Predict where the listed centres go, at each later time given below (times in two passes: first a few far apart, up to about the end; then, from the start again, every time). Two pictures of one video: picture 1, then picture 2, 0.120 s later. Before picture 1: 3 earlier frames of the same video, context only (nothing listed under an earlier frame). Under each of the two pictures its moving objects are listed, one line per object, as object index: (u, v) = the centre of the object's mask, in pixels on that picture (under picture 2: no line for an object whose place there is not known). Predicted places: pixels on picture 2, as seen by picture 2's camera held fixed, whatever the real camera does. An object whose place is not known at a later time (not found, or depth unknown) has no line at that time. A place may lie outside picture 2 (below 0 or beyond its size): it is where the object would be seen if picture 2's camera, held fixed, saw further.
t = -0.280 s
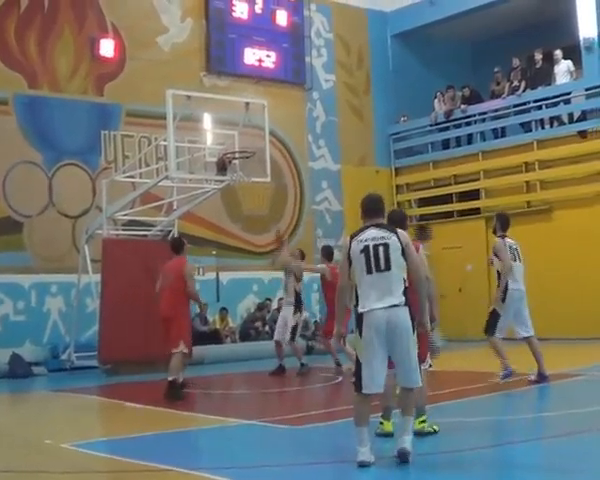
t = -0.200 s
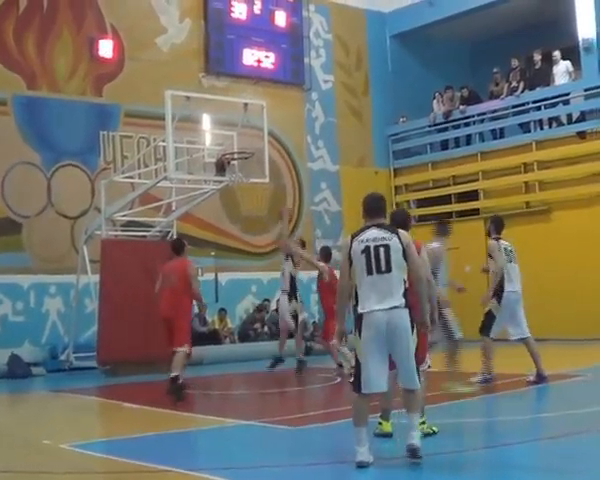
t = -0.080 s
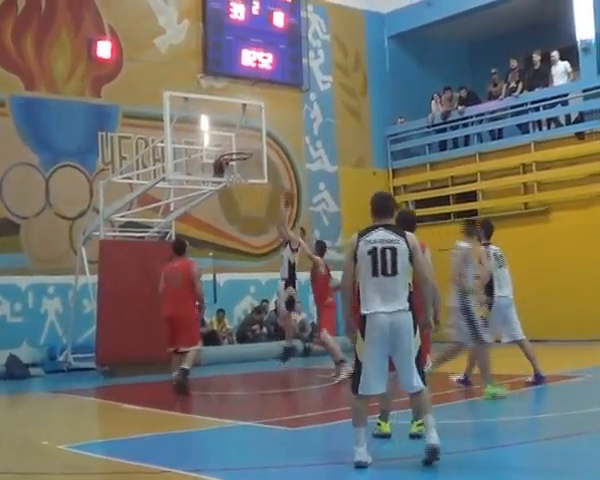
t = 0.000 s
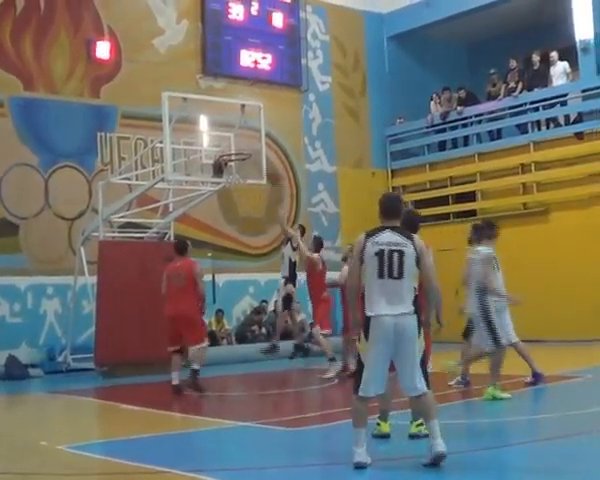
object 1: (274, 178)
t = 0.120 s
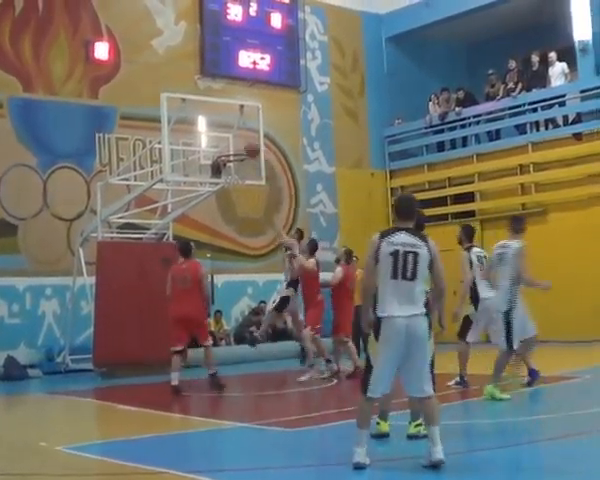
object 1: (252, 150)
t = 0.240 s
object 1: (248, 141)
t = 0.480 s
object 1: (244, 148)
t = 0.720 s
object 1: (231, 164)
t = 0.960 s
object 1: (227, 181)
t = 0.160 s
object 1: (250, 145)
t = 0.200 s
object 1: (250, 143)
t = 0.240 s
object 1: (248, 141)
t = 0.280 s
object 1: (248, 140)
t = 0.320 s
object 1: (248, 140)
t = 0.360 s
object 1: (247, 141)
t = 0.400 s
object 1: (246, 143)
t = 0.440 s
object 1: (245, 148)
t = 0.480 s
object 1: (244, 148)
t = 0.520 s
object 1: (242, 147)
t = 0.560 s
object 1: (239, 148)
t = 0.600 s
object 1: (237, 149)
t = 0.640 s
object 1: (235, 152)
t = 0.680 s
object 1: (232, 156)
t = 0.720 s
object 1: (231, 164)
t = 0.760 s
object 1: (229, 169)
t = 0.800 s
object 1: (227, 174)
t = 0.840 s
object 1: (227, 177)
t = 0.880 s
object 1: (226, 176)
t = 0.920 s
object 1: (227, 179)
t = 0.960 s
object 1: (227, 181)
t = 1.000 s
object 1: (228, 190)
